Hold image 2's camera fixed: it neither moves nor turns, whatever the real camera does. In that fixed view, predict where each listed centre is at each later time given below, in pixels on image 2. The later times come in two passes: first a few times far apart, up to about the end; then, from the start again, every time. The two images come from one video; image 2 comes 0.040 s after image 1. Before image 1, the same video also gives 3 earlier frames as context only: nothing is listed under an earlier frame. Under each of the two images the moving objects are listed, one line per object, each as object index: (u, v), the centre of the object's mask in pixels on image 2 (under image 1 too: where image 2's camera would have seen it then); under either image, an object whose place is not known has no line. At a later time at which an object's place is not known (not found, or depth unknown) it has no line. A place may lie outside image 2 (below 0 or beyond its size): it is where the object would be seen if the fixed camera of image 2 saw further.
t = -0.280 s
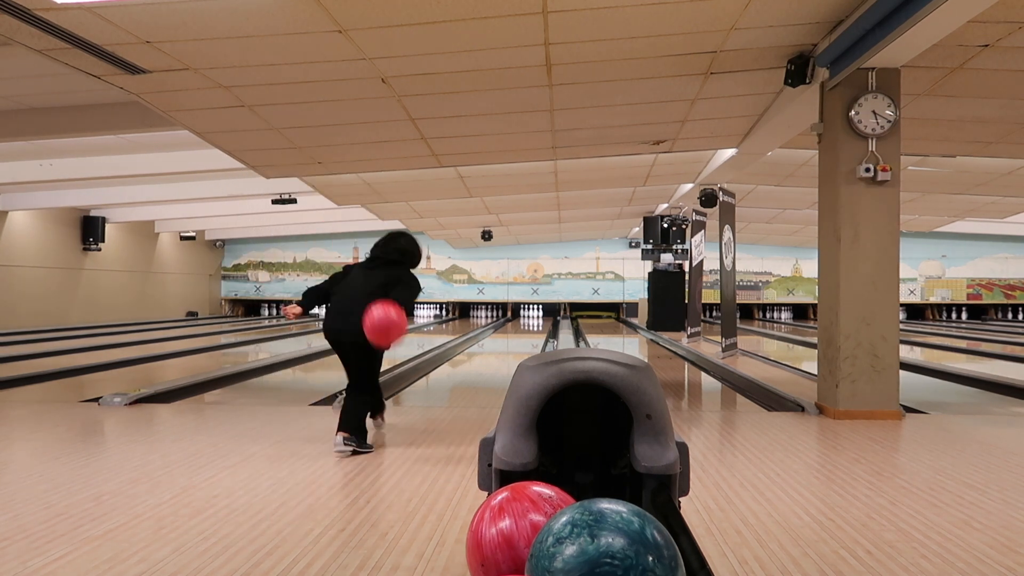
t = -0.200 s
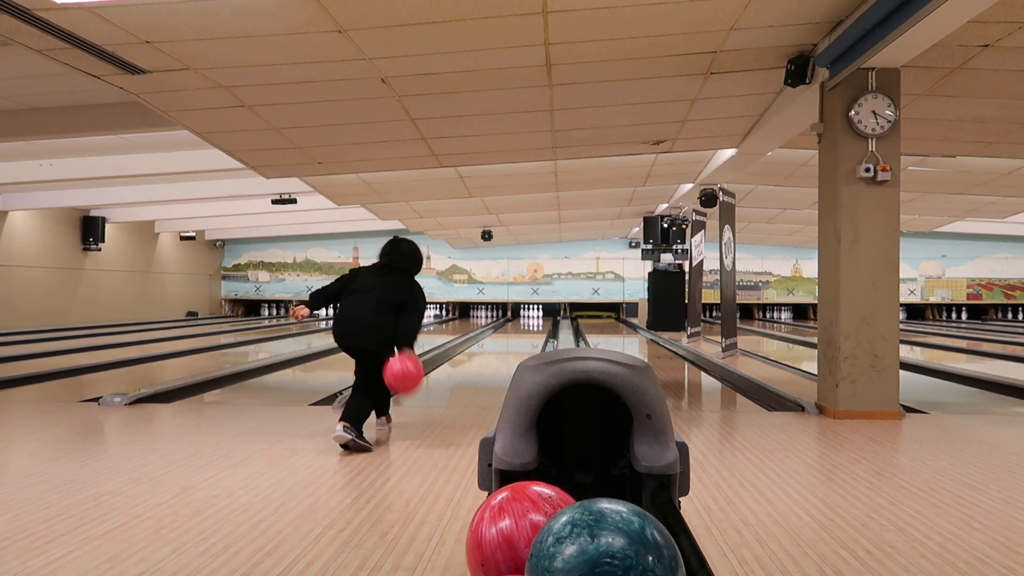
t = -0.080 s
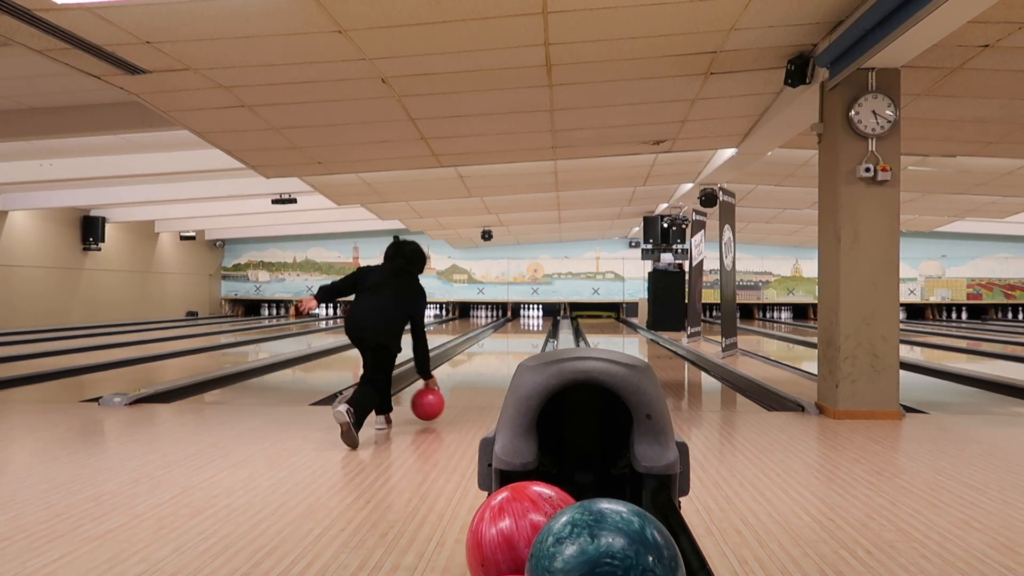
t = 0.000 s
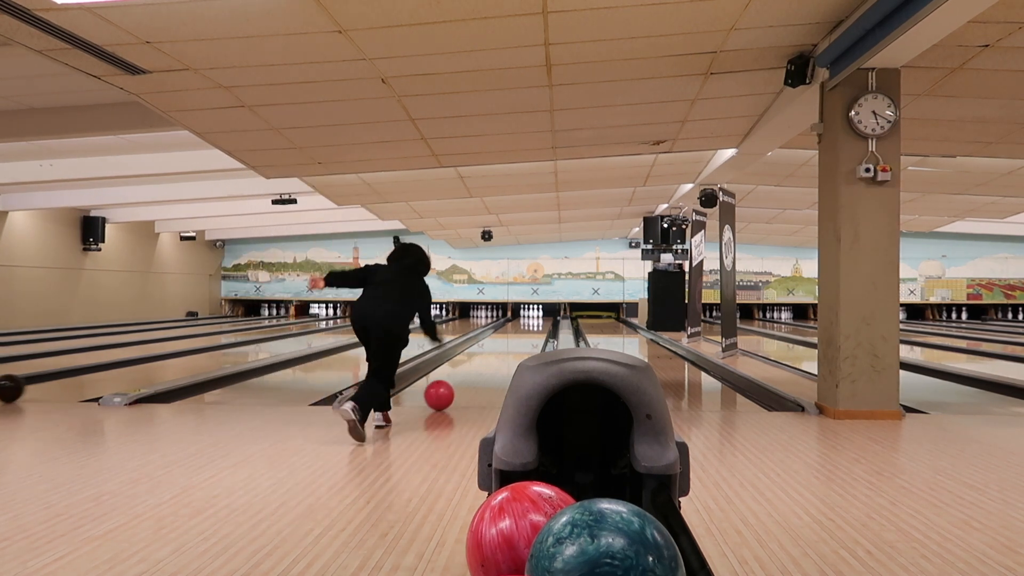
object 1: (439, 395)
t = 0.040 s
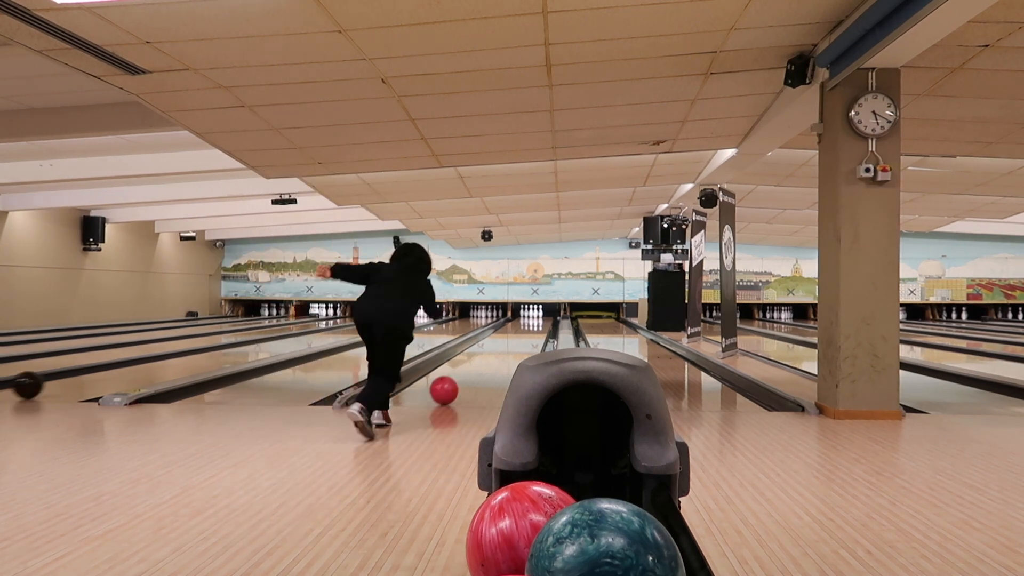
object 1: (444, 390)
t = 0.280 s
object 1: (465, 367)
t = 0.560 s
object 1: (480, 350)
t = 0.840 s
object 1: (489, 340)
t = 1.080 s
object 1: (495, 334)
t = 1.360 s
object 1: (499, 328)
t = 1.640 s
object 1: (503, 324)
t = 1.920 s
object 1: (506, 320)
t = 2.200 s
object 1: (507, 320)
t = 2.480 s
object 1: (510, 318)
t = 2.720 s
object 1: (514, 316)
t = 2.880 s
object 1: (516, 317)
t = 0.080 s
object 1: (448, 386)
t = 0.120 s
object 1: (452, 381)
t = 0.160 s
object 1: (456, 377)
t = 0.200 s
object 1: (459, 374)
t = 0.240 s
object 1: (462, 370)
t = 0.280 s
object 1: (465, 367)
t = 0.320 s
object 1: (467, 364)
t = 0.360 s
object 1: (470, 362)
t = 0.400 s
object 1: (472, 359)
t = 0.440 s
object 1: (474, 356)
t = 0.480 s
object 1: (476, 354)
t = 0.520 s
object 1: (478, 353)
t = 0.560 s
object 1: (480, 350)
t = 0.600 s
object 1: (481, 349)
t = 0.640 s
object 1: (483, 347)
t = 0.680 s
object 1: (484, 345)
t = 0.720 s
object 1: (485, 344)
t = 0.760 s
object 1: (486, 342)
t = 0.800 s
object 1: (488, 341)
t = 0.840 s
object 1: (489, 340)
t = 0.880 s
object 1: (490, 339)
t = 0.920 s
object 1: (491, 337)
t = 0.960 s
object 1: (492, 336)
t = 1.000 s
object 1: (493, 335)
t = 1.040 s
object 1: (494, 335)
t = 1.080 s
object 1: (495, 334)
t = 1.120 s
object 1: (496, 333)
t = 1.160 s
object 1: (496, 332)
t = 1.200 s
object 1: (497, 331)
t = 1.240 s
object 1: (498, 330)
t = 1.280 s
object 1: (498, 330)
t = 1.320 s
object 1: (499, 329)
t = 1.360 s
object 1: (499, 328)
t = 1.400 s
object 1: (500, 327)
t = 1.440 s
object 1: (501, 327)
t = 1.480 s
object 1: (501, 326)
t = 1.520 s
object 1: (502, 326)
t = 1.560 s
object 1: (502, 325)
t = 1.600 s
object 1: (503, 325)
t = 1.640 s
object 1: (503, 324)
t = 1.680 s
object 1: (504, 323)
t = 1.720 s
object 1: (504, 323)
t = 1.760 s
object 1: (505, 322)
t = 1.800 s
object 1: (505, 322)
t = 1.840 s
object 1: (505, 321)
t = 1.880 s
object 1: (506, 321)
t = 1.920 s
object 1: (506, 320)
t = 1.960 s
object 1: (506, 320)
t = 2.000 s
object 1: (506, 320)
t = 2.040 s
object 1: (506, 320)
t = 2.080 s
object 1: (506, 320)
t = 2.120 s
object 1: (506, 320)
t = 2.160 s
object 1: (505, 320)
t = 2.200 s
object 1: (507, 320)
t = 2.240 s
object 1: (507, 320)
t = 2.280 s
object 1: (508, 319)
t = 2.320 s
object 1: (509, 319)
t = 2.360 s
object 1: (509, 319)
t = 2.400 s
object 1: (509, 319)
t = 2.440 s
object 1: (510, 318)
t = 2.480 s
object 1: (510, 318)
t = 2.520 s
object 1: (511, 318)
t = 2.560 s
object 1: (512, 317)
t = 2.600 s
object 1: (512, 317)
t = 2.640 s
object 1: (513, 317)
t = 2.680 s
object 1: (514, 317)
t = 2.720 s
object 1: (514, 316)
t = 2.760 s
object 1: (515, 316)
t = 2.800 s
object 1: (515, 316)
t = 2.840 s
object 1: (515, 316)
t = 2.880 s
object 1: (516, 317)
